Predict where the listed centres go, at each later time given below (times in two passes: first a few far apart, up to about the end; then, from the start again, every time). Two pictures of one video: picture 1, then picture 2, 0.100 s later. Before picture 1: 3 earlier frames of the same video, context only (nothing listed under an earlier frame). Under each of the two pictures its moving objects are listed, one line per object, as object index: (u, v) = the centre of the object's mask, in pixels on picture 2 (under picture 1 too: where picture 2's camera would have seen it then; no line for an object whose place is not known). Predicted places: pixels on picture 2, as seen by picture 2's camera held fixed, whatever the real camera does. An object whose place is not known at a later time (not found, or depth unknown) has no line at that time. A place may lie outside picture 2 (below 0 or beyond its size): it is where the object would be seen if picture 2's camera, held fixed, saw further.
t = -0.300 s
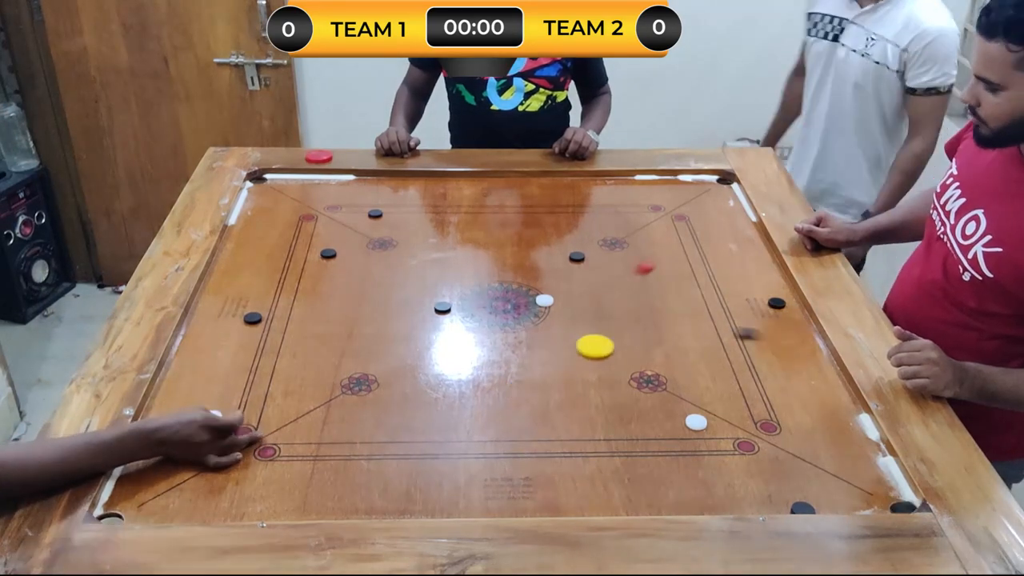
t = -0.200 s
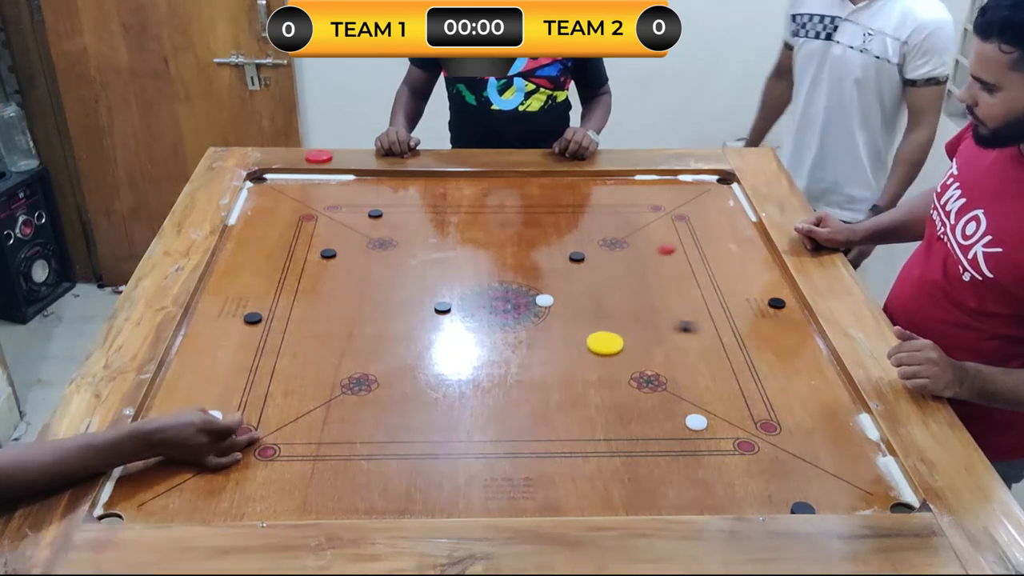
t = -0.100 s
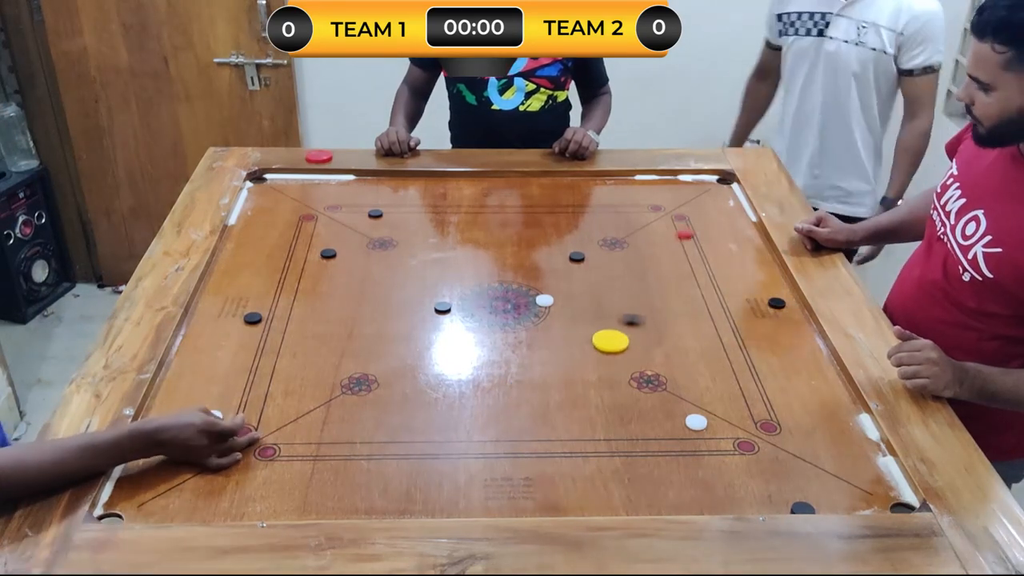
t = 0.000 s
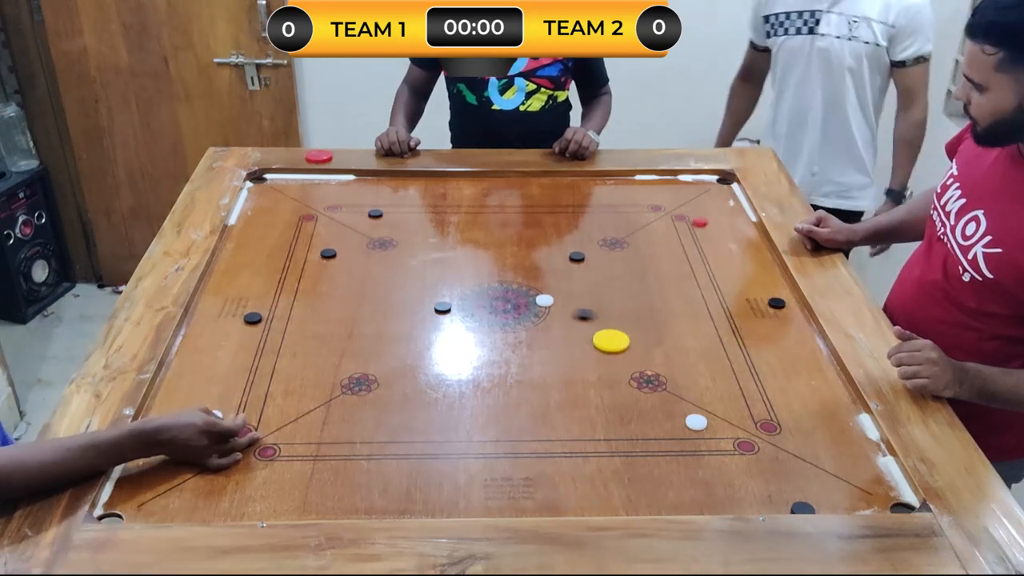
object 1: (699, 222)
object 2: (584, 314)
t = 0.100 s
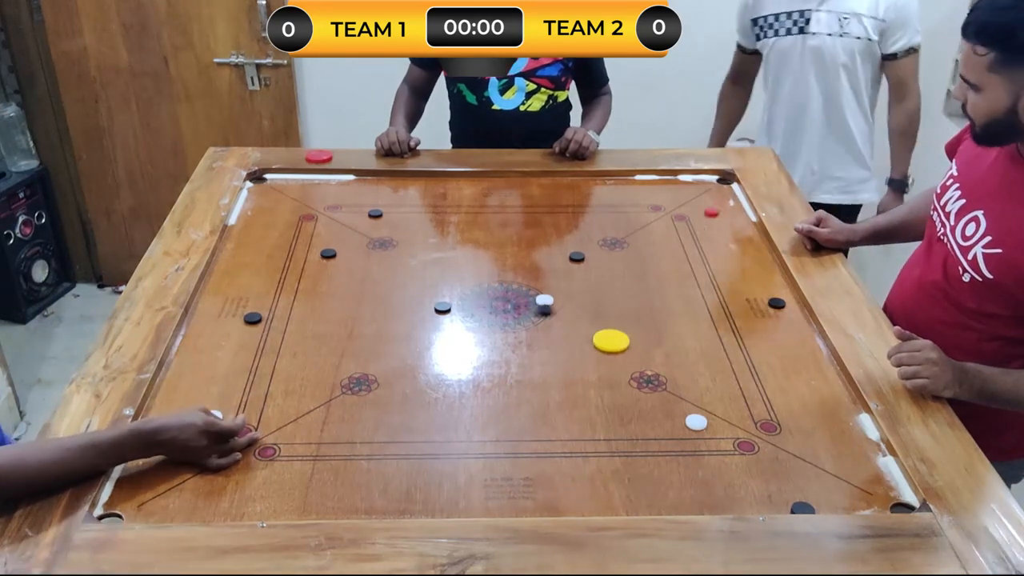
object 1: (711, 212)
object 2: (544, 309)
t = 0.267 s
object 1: (725, 200)
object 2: (502, 310)
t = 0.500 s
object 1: (733, 194)
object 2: (479, 310)
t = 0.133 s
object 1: (714, 210)
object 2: (535, 309)
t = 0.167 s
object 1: (718, 207)
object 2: (523, 308)
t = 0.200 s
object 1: (721, 205)
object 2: (516, 309)
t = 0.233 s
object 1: (723, 202)
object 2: (510, 309)
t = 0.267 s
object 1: (725, 200)
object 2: (502, 310)
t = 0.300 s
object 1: (728, 198)
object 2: (497, 310)
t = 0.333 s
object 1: (729, 197)
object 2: (491, 310)
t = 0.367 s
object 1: (731, 196)
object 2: (486, 310)
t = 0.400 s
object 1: (733, 195)
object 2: (483, 310)
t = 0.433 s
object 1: (733, 194)
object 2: (481, 311)
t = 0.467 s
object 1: (733, 194)
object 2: (479, 311)
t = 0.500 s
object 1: (733, 194)
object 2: (479, 310)
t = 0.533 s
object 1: (733, 194)
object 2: (479, 310)
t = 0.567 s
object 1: (733, 194)
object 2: (479, 310)
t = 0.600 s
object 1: (733, 194)
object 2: (479, 310)
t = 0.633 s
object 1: (733, 194)
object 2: (479, 310)
